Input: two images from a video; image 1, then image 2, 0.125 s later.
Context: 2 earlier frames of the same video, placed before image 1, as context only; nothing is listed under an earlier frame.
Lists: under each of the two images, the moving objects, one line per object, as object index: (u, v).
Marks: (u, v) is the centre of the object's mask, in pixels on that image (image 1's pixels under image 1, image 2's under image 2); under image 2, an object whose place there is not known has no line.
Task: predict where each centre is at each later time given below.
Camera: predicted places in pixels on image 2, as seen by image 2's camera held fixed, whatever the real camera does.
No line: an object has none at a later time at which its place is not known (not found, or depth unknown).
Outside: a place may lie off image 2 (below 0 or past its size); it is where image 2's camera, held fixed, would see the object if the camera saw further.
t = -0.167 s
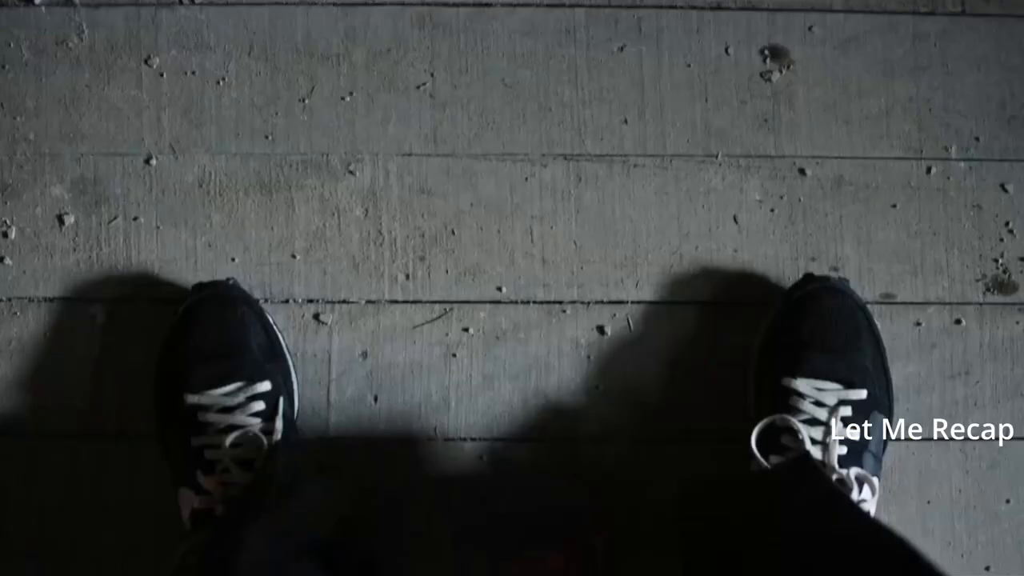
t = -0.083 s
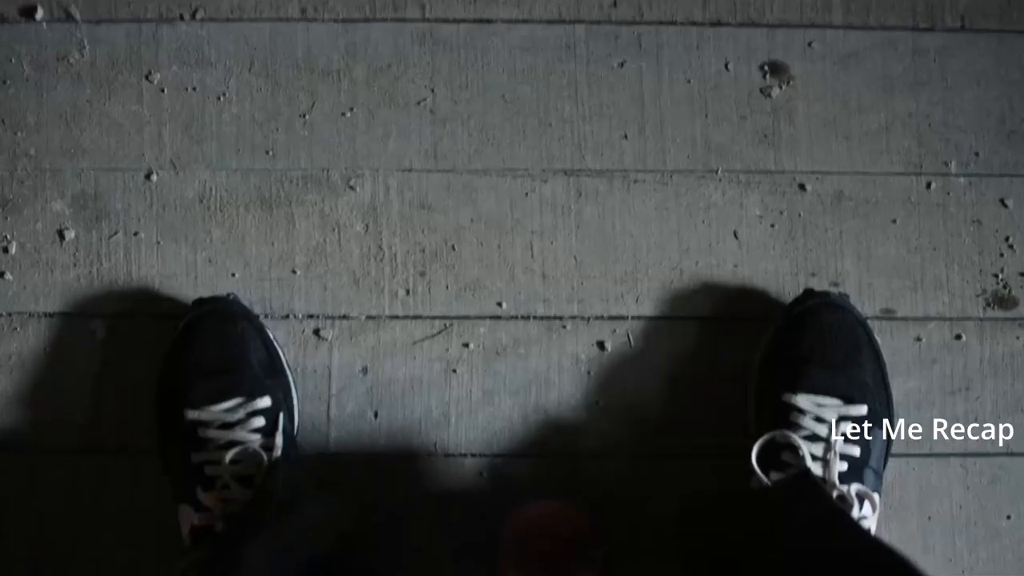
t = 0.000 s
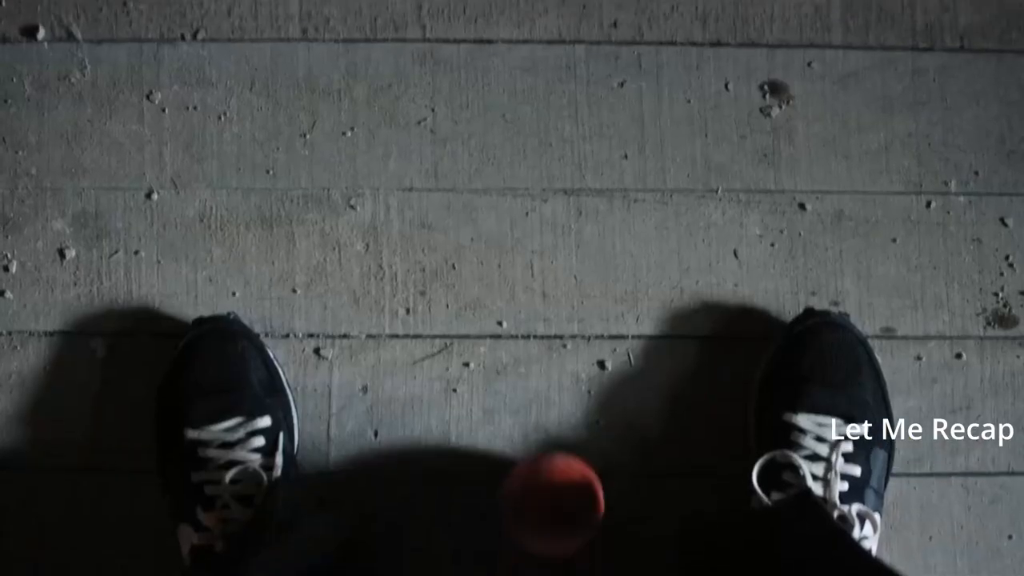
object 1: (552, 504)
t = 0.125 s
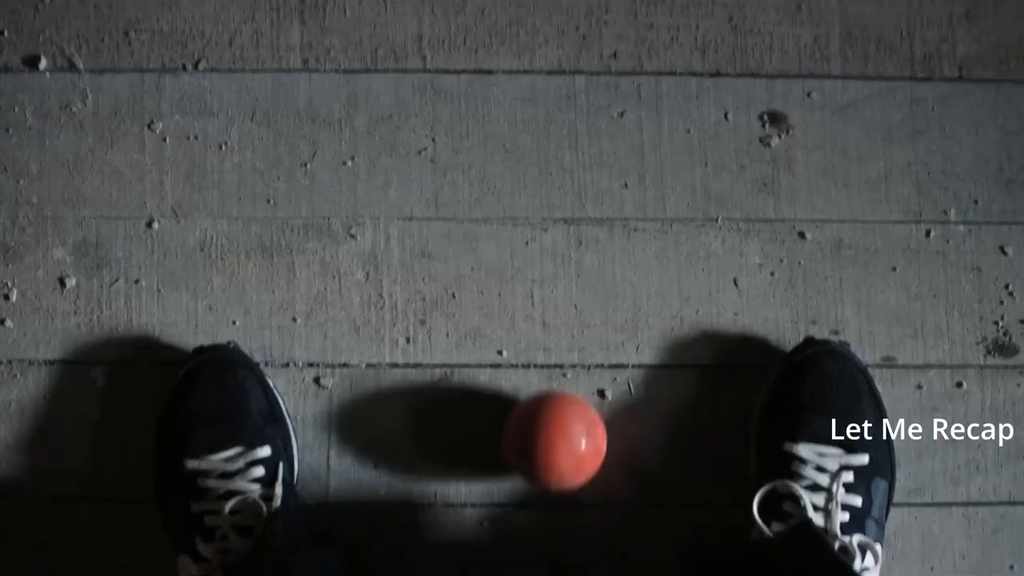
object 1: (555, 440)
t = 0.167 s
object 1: (555, 409)
